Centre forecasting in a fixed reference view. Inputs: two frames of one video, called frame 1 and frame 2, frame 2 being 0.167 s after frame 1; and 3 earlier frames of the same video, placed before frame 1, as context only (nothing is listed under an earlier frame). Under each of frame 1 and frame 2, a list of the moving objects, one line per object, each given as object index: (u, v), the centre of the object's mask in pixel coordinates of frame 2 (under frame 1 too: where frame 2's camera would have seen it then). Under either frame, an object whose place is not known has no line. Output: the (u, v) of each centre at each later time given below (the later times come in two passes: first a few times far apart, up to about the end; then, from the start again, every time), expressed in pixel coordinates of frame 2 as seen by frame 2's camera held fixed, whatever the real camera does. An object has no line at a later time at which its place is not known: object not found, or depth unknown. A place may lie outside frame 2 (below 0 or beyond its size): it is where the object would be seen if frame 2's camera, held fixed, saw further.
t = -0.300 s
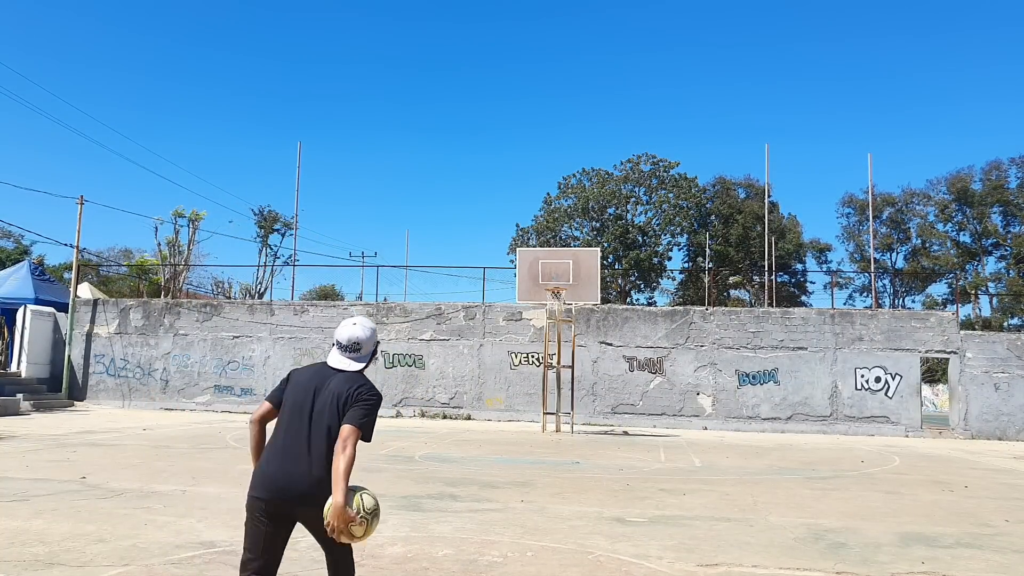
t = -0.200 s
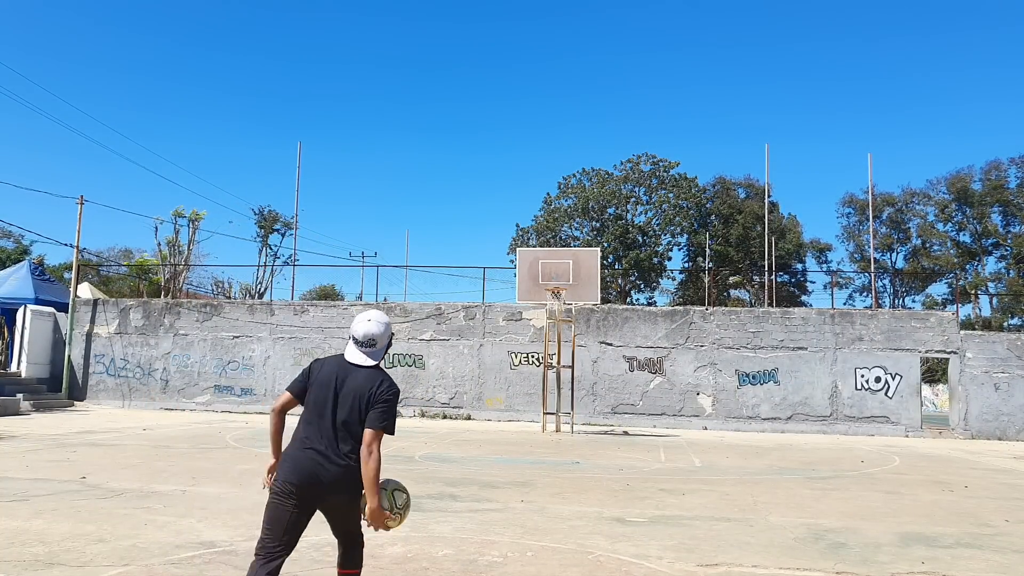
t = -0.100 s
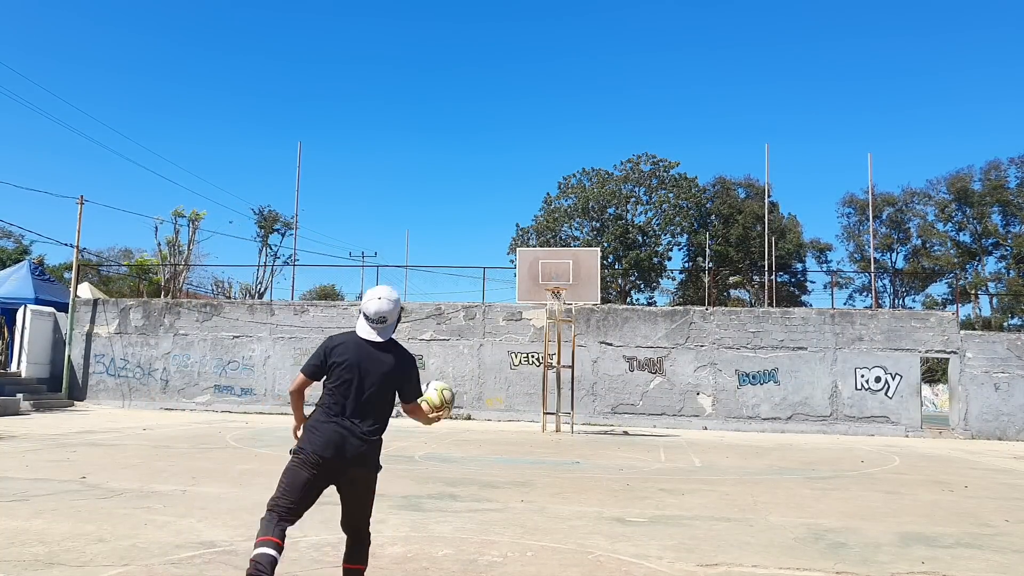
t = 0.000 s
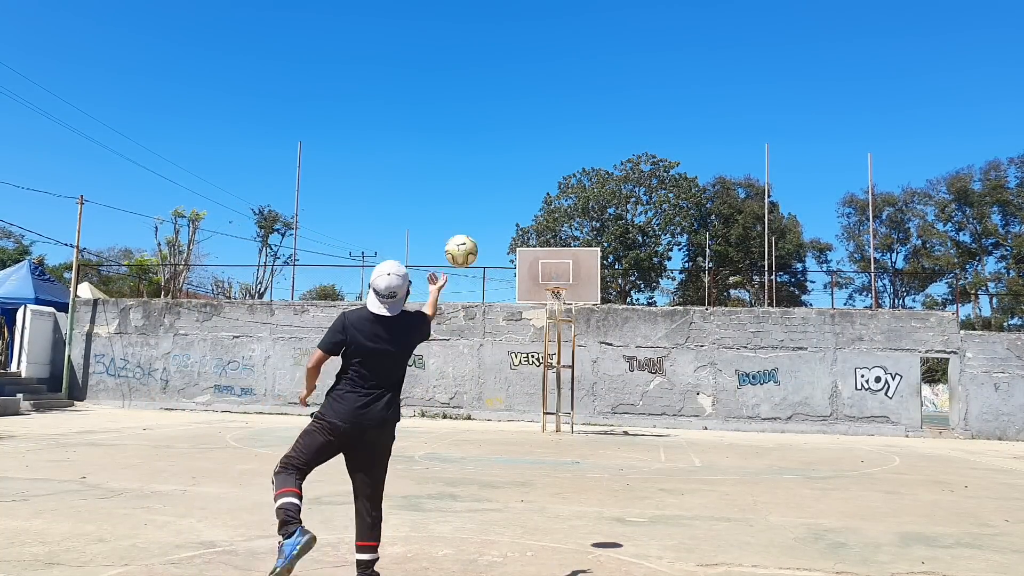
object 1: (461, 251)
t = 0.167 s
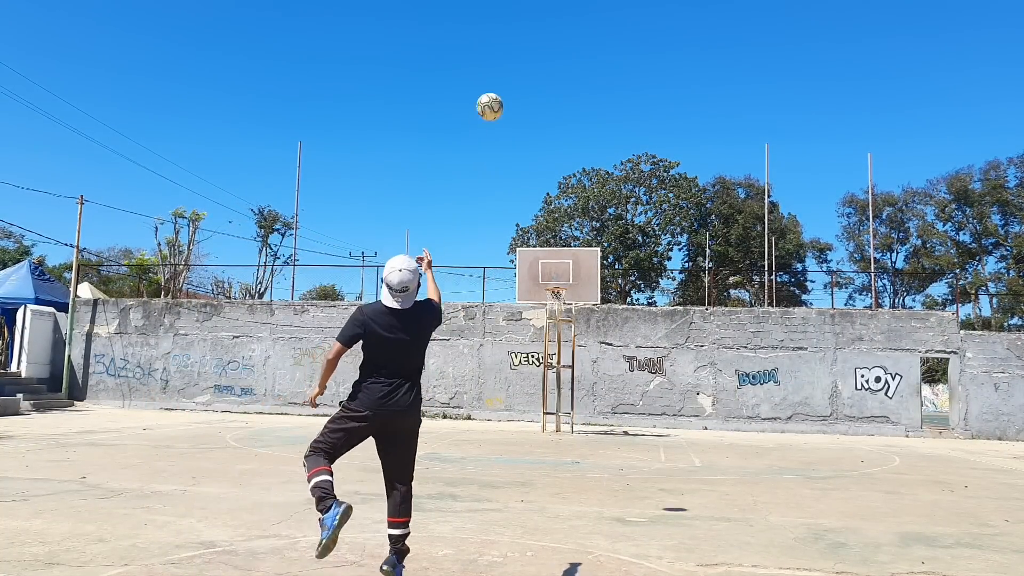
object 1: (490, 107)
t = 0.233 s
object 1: (499, 73)
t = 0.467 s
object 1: (521, 17)
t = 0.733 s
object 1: (537, 24)
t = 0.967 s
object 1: (546, 64)
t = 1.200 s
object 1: (552, 124)
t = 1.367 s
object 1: (555, 177)
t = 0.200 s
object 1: (494, 88)
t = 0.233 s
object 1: (499, 73)
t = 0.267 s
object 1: (503, 59)
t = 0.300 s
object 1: (506, 48)
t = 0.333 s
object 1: (510, 39)
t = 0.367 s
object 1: (513, 31)
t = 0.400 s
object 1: (516, 25)
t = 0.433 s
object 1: (519, 20)
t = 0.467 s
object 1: (521, 17)
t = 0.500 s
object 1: (523, 15)
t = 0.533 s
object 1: (526, 13)
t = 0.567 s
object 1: (528, 13)
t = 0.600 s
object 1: (530, 14)
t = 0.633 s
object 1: (532, 15)
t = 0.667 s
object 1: (533, 18)
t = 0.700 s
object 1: (535, 20)
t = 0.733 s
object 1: (537, 24)
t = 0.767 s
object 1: (538, 28)
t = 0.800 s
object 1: (540, 32)
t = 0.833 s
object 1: (541, 38)
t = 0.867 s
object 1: (542, 44)
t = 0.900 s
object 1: (544, 50)
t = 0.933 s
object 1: (545, 57)
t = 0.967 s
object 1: (546, 64)
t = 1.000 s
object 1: (547, 71)
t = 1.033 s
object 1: (548, 79)
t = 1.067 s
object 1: (549, 87)
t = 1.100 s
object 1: (549, 96)
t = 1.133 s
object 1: (551, 105)
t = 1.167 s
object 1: (552, 115)
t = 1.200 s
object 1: (552, 124)
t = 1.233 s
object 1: (553, 134)
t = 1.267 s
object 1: (554, 145)
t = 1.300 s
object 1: (554, 155)
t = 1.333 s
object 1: (554, 166)
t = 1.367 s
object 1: (555, 177)
